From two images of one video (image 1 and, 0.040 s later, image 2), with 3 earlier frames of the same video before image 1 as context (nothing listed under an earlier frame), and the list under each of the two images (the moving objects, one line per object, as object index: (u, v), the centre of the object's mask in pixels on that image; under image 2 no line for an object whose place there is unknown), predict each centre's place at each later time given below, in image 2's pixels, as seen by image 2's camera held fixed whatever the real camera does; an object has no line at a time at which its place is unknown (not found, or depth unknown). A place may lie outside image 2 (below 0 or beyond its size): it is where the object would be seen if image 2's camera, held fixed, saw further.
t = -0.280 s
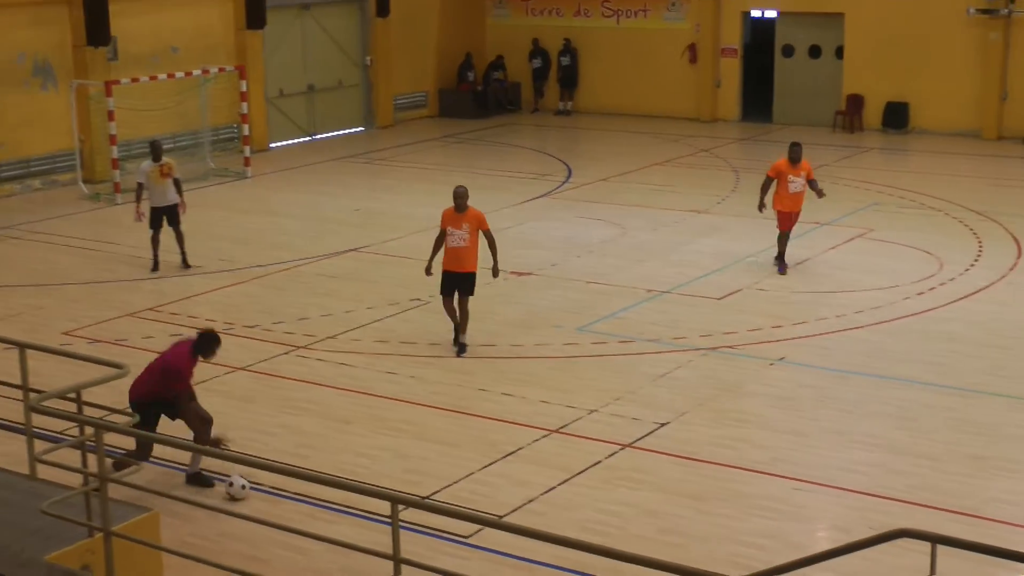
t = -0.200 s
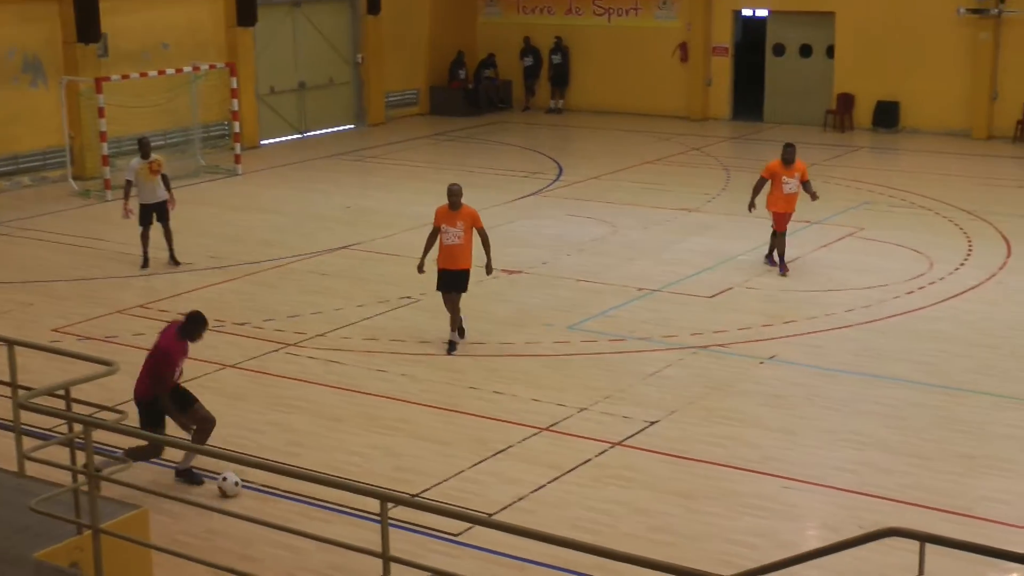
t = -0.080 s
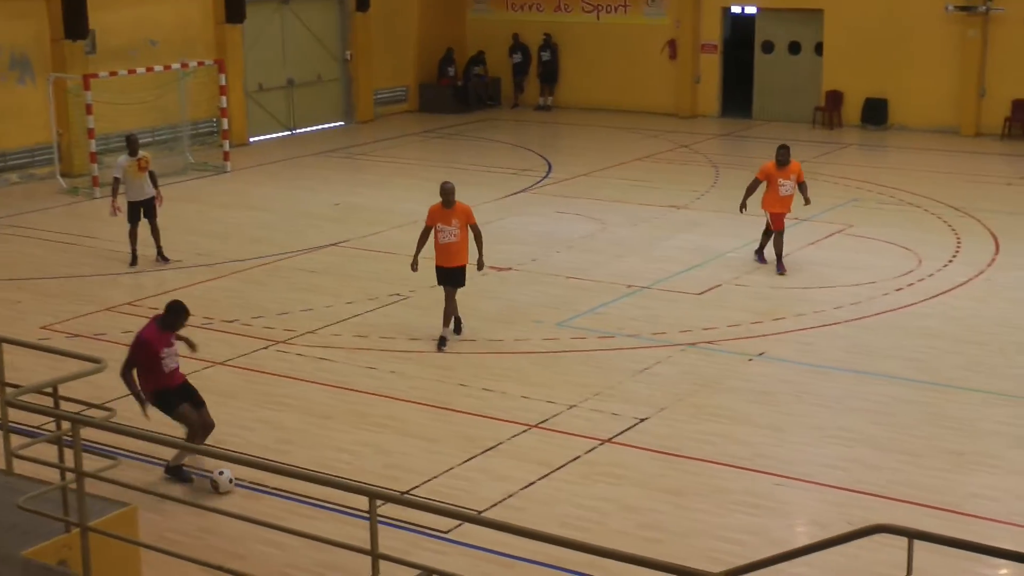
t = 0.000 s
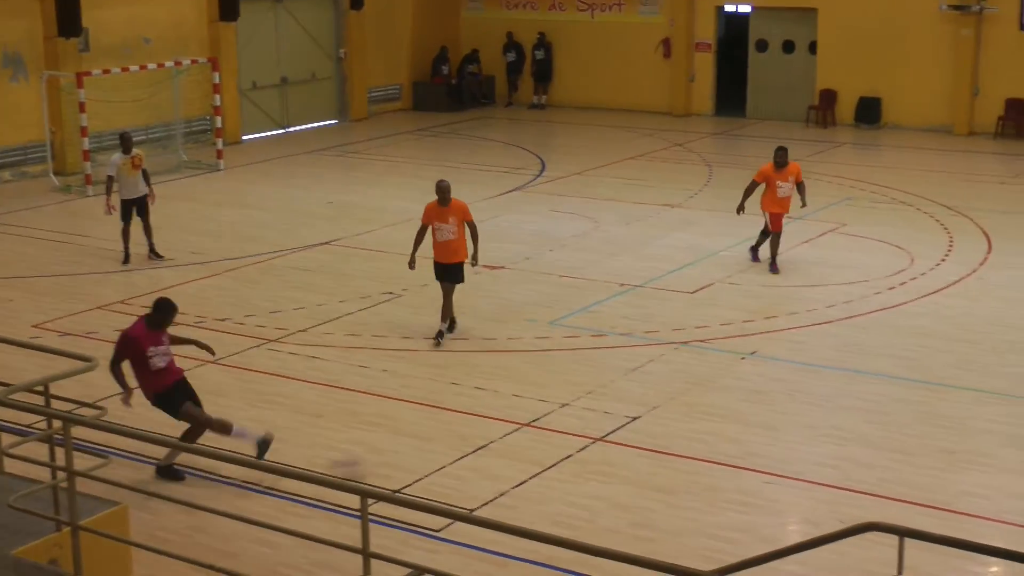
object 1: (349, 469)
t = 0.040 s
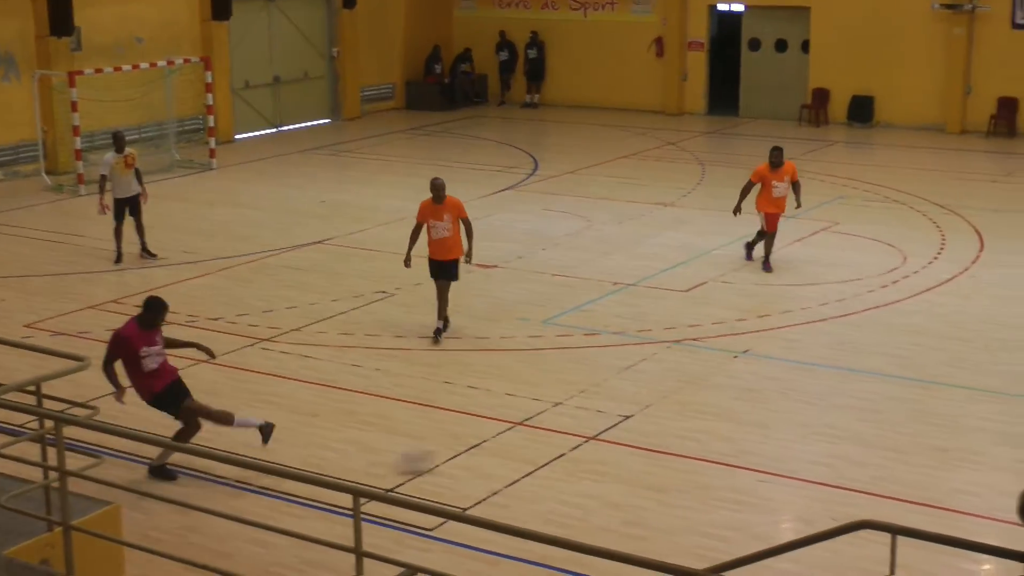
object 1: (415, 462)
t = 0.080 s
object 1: (484, 458)
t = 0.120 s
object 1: (550, 453)
